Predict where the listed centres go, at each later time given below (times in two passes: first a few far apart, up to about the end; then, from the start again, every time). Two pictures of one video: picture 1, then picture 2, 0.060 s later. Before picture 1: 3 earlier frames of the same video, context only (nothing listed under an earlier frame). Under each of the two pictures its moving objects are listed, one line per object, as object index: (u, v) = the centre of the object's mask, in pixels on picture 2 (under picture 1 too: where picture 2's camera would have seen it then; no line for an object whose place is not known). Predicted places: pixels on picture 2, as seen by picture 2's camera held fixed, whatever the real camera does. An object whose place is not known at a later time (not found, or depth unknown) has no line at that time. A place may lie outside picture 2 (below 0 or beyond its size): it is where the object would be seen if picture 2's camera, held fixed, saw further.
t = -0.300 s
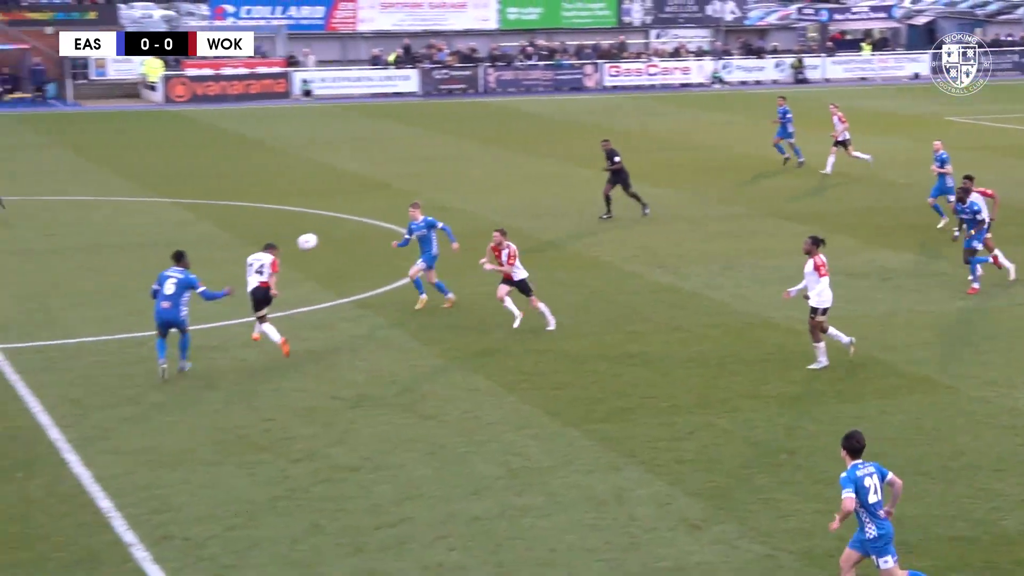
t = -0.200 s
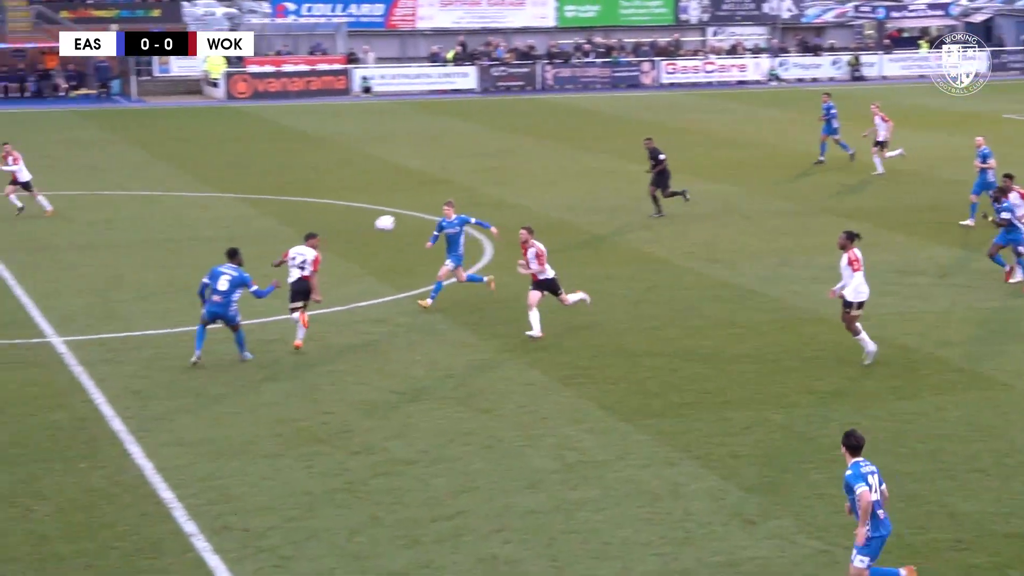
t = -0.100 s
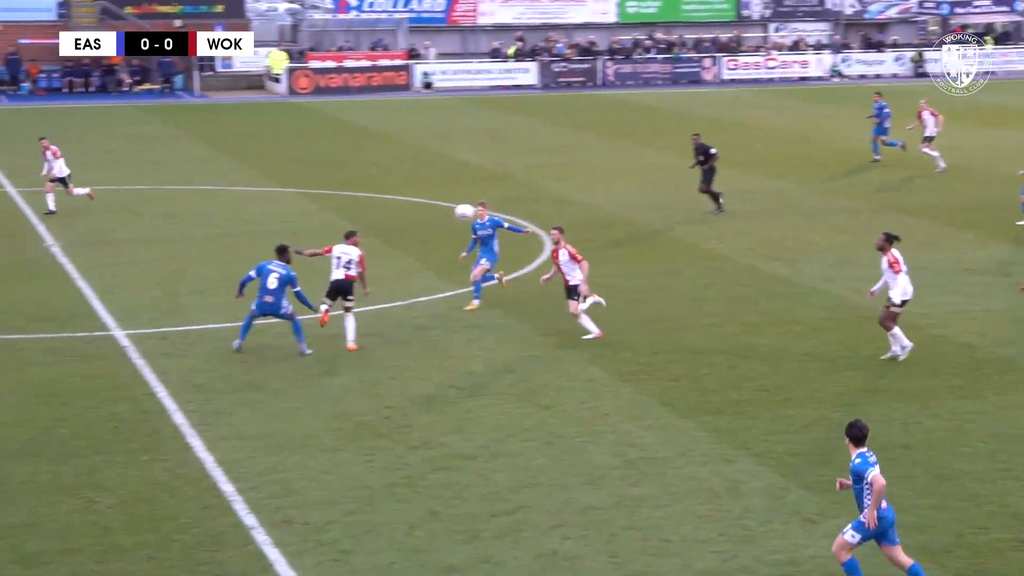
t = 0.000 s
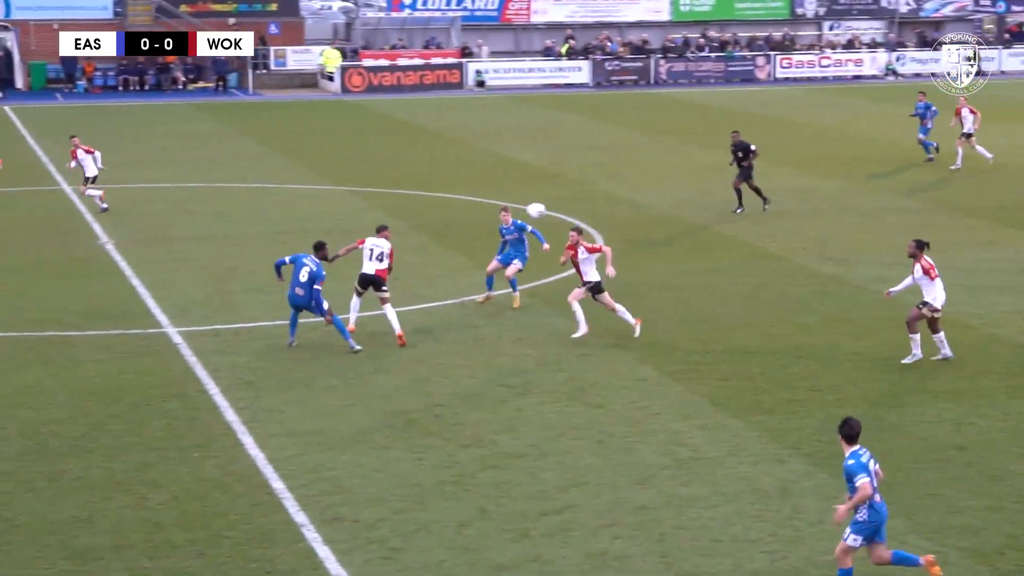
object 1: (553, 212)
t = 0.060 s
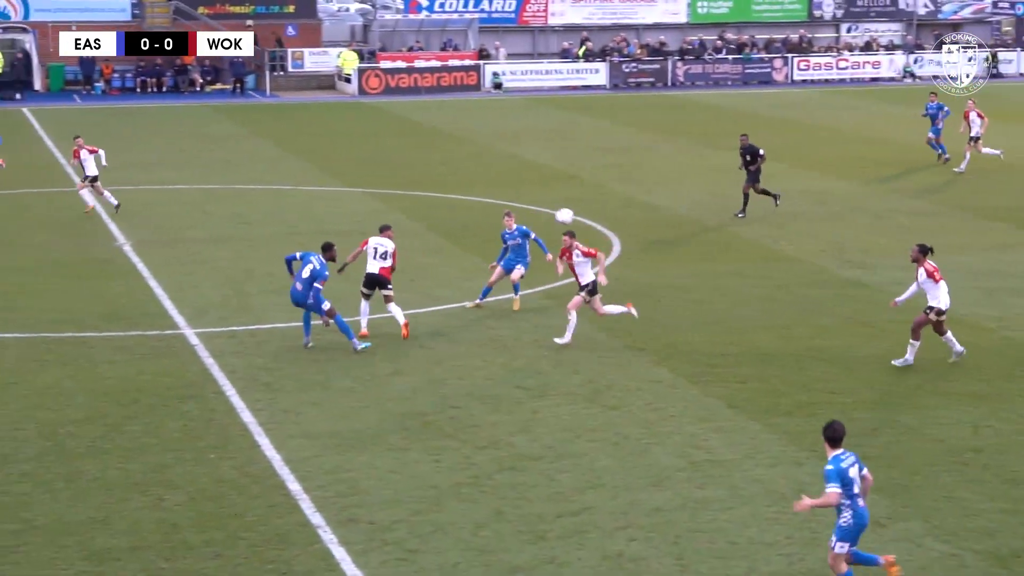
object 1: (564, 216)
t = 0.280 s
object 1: (608, 251)
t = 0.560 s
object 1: (664, 345)
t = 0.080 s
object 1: (569, 218)
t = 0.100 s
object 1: (573, 219)
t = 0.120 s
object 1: (576, 222)
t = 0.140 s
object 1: (581, 225)
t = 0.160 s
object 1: (585, 228)
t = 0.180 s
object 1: (589, 231)
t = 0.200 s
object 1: (593, 234)
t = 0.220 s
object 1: (597, 238)
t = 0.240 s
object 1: (601, 242)
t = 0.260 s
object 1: (604, 246)
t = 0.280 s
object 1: (608, 251)
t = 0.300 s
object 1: (613, 256)
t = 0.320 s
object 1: (617, 261)
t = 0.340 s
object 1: (621, 267)
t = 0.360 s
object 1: (625, 272)
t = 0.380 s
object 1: (629, 278)
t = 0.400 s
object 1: (632, 285)
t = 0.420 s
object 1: (636, 291)
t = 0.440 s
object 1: (640, 299)
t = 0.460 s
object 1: (644, 306)
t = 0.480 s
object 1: (648, 313)
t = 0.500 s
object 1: (652, 320)
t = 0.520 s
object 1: (656, 329)
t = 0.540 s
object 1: (660, 337)
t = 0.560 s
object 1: (664, 345)
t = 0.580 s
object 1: (668, 354)
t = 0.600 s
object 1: (673, 364)
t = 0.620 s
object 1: (675, 367)
